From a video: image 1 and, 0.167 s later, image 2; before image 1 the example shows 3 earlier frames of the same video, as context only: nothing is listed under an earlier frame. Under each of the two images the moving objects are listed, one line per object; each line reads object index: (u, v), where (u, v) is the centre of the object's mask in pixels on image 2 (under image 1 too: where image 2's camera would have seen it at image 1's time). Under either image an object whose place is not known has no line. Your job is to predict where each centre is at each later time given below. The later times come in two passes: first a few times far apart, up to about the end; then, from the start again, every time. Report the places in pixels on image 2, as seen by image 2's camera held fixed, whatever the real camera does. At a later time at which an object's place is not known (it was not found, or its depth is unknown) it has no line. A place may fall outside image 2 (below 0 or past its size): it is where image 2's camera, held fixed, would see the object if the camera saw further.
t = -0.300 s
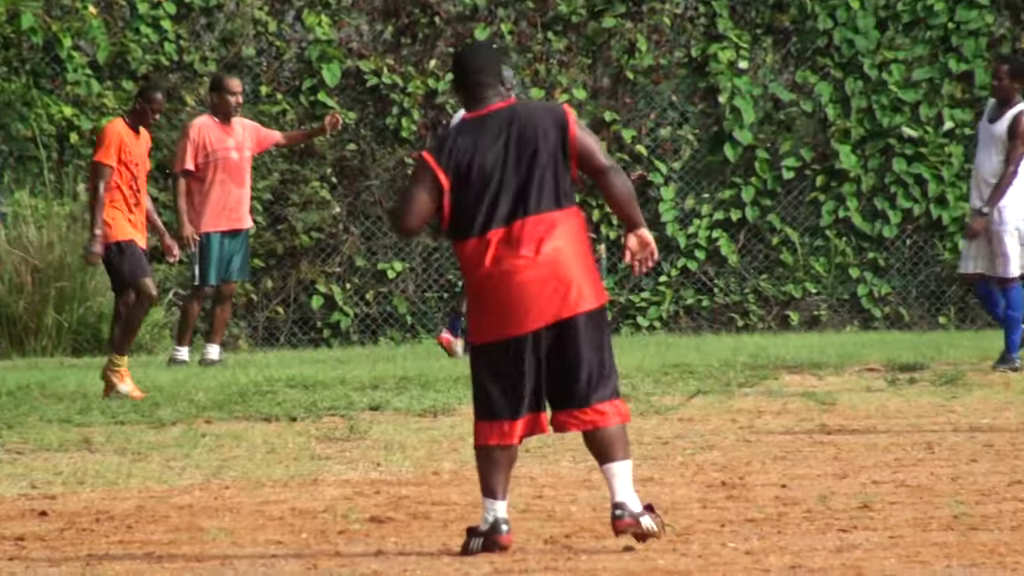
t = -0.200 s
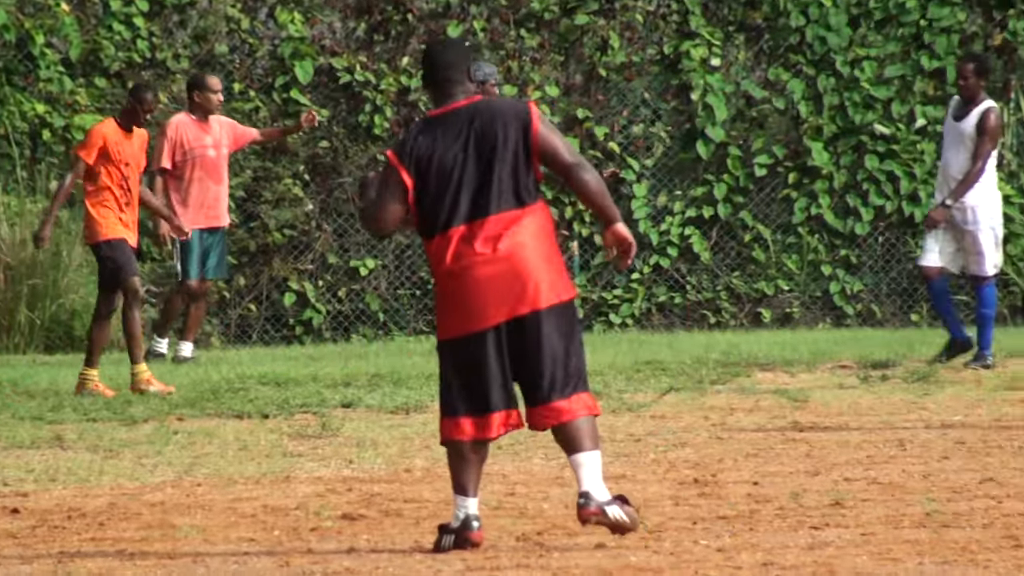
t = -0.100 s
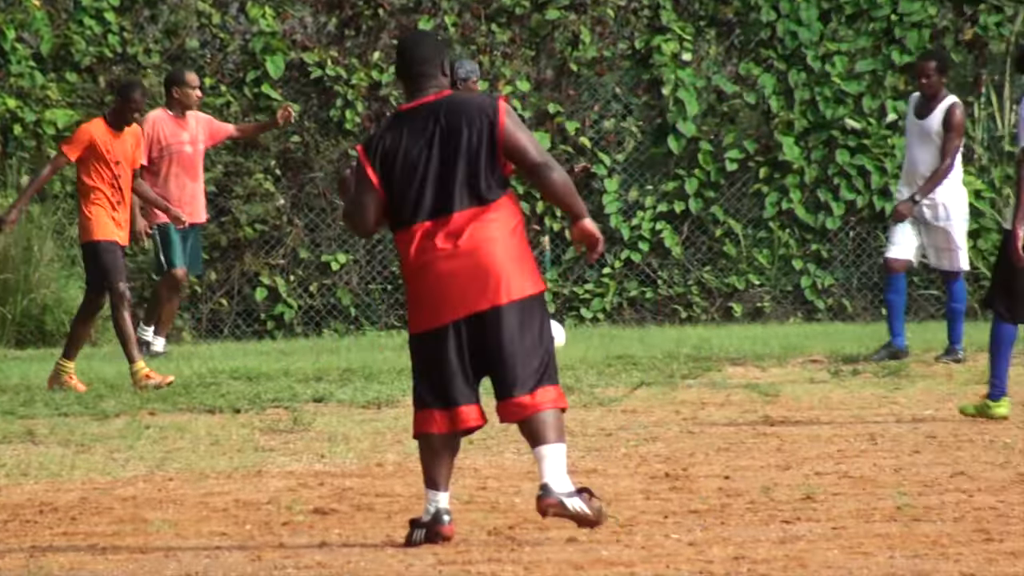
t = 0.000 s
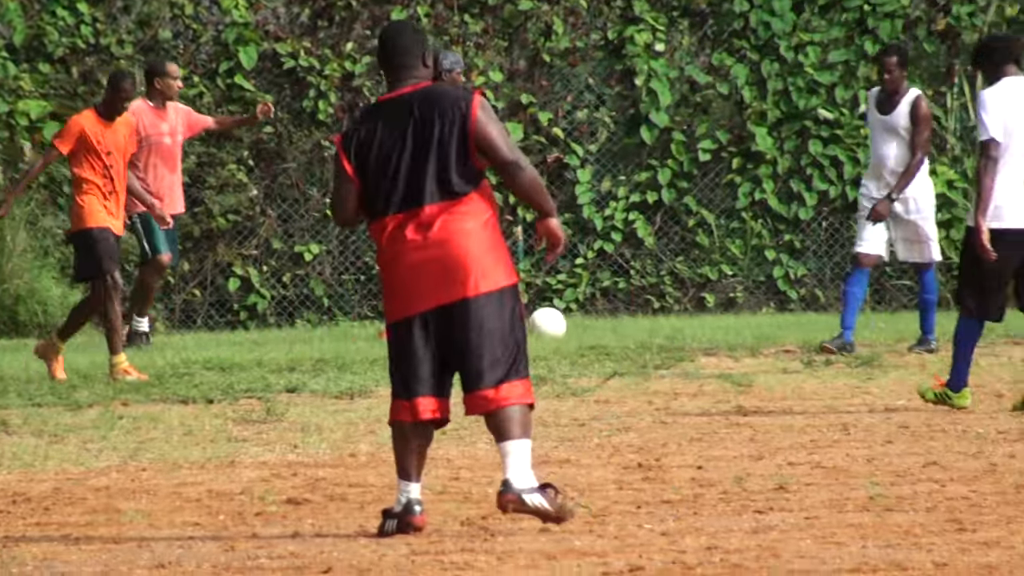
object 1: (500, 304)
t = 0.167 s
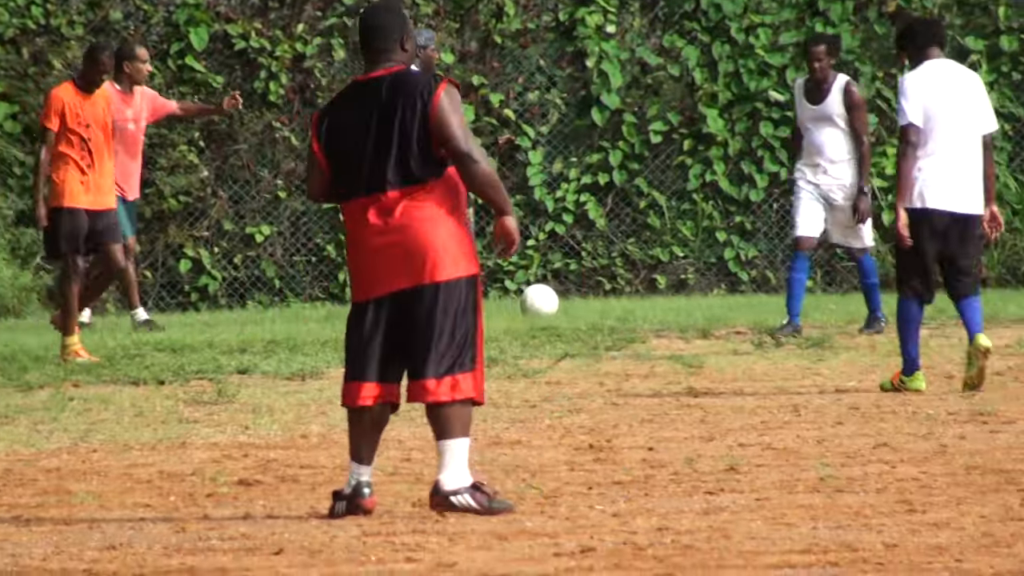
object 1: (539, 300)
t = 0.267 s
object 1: (563, 301)
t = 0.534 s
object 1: (616, 296)
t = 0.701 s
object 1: (646, 294)
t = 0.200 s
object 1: (548, 301)
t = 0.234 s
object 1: (556, 302)
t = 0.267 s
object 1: (563, 301)
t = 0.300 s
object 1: (571, 300)
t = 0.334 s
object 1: (578, 299)
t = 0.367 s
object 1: (585, 298)
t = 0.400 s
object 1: (591, 298)
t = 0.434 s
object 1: (597, 298)
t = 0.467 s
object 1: (604, 298)
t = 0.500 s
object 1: (610, 297)
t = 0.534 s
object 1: (616, 296)
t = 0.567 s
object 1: (622, 296)
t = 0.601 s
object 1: (629, 297)
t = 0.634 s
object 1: (634, 297)
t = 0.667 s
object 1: (640, 295)
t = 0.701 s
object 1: (646, 294)
